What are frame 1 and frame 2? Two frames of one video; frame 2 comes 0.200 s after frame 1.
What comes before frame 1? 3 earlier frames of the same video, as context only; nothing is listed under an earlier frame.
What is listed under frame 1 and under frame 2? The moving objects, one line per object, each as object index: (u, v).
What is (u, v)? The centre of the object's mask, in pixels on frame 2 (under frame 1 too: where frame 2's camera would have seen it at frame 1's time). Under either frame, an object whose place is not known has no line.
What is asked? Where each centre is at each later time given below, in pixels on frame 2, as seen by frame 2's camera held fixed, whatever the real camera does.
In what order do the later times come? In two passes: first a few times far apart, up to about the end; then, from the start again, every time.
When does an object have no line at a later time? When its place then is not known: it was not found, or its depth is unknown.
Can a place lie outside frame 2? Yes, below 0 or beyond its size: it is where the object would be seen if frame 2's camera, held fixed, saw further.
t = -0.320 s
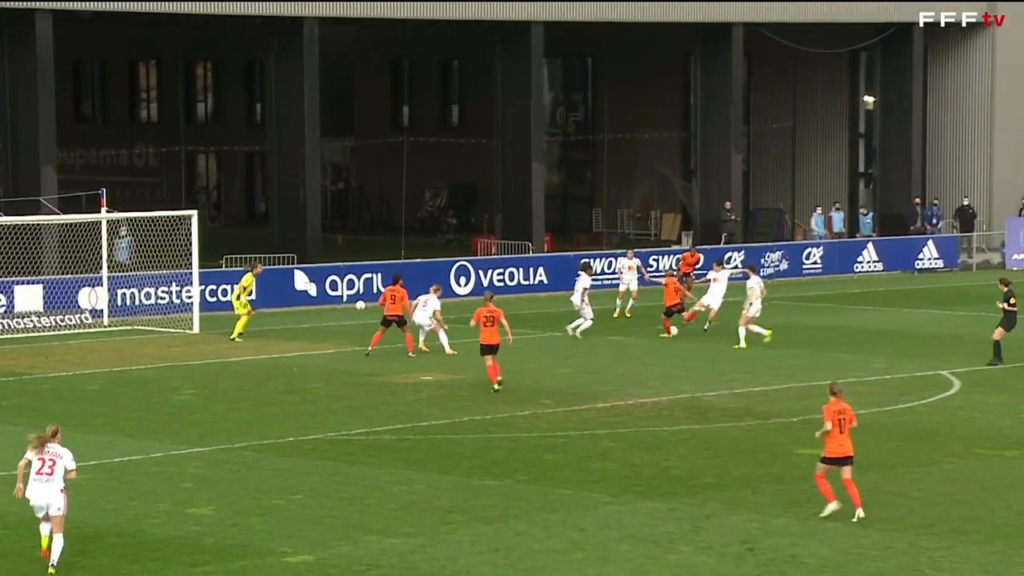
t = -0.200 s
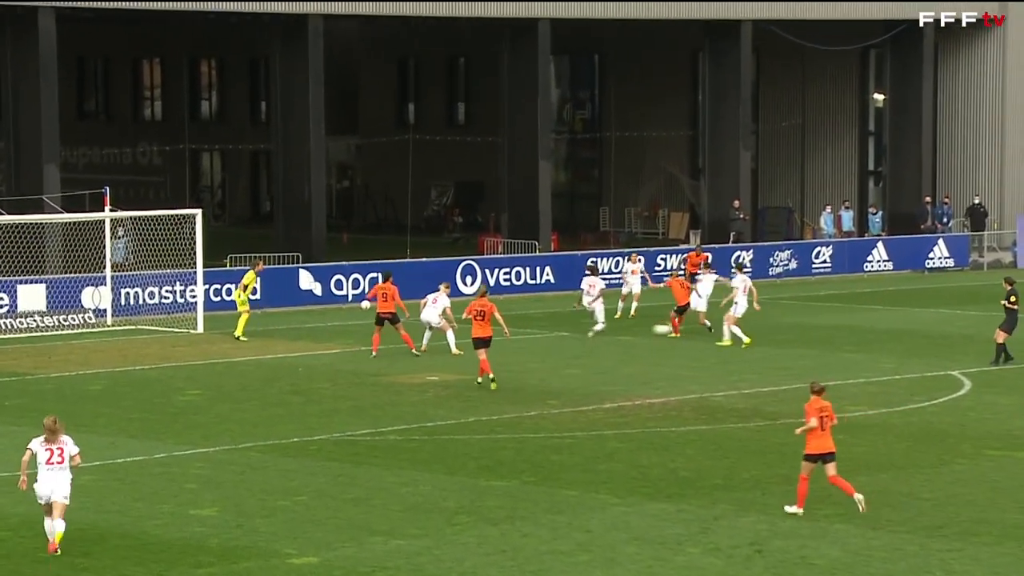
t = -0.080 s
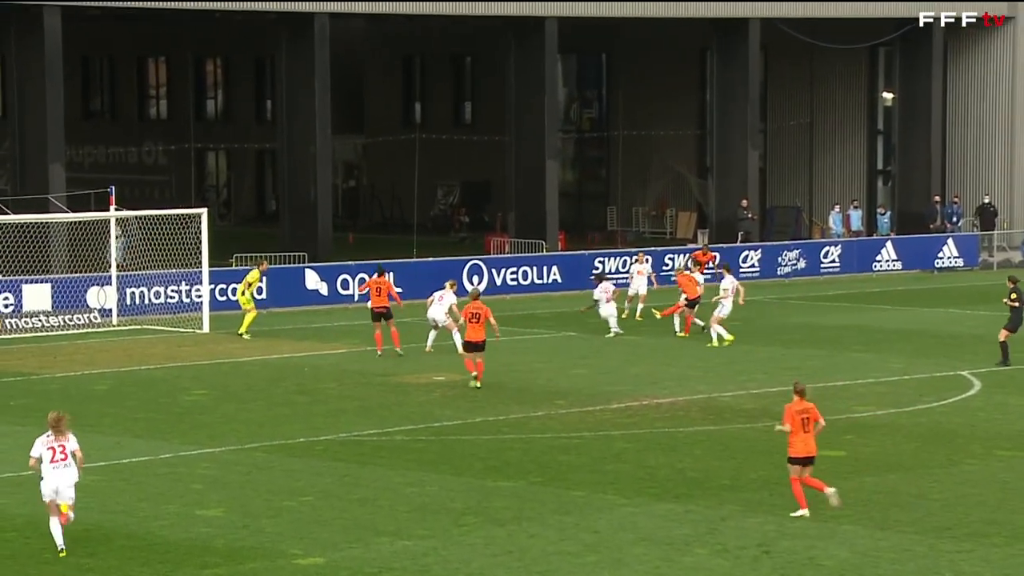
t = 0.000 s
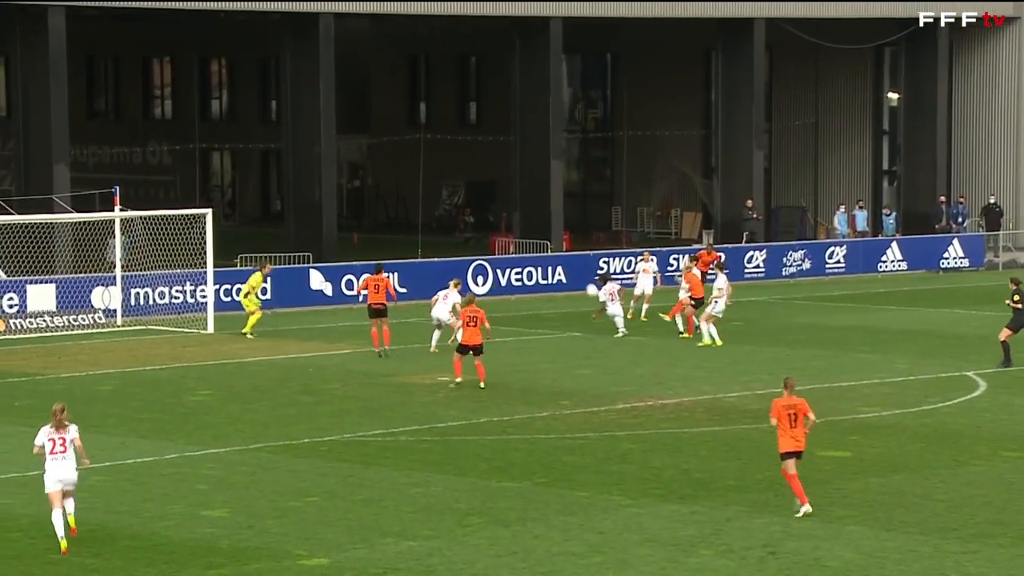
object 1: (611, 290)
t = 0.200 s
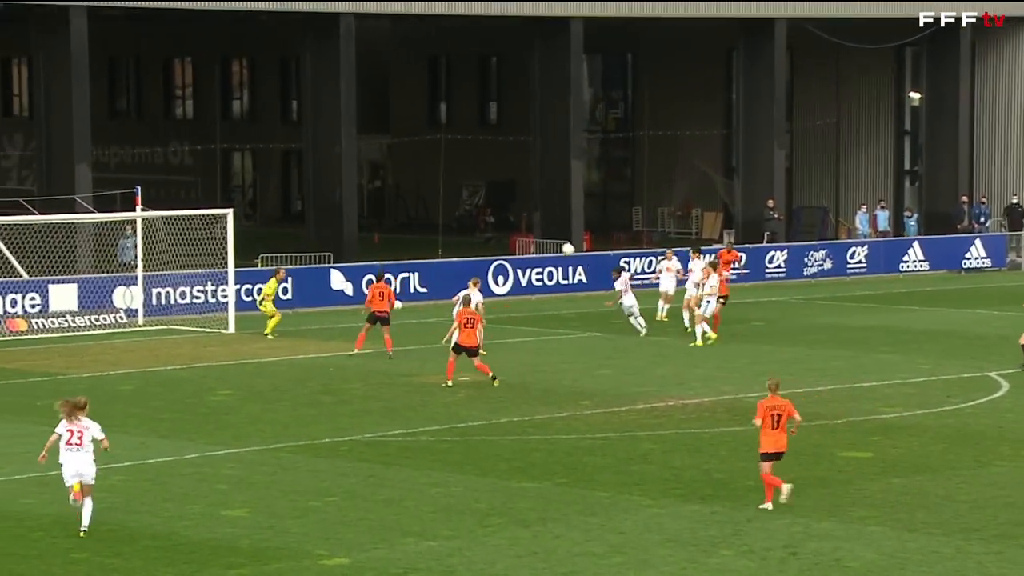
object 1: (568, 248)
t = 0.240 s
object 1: (558, 244)
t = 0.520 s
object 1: (493, 229)
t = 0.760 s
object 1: (437, 248)
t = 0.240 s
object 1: (558, 244)
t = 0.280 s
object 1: (549, 239)
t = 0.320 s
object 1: (540, 235)
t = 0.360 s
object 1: (530, 233)
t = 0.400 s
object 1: (522, 230)
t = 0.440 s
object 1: (512, 229)
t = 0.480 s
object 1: (502, 229)
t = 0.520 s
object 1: (493, 229)
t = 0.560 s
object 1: (485, 230)
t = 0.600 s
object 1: (474, 232)
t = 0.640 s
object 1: (464, 235)
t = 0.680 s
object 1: (456, 238)
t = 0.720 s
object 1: (447, 243)
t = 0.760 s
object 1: (437, 248)
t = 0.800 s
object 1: (428, 254)
